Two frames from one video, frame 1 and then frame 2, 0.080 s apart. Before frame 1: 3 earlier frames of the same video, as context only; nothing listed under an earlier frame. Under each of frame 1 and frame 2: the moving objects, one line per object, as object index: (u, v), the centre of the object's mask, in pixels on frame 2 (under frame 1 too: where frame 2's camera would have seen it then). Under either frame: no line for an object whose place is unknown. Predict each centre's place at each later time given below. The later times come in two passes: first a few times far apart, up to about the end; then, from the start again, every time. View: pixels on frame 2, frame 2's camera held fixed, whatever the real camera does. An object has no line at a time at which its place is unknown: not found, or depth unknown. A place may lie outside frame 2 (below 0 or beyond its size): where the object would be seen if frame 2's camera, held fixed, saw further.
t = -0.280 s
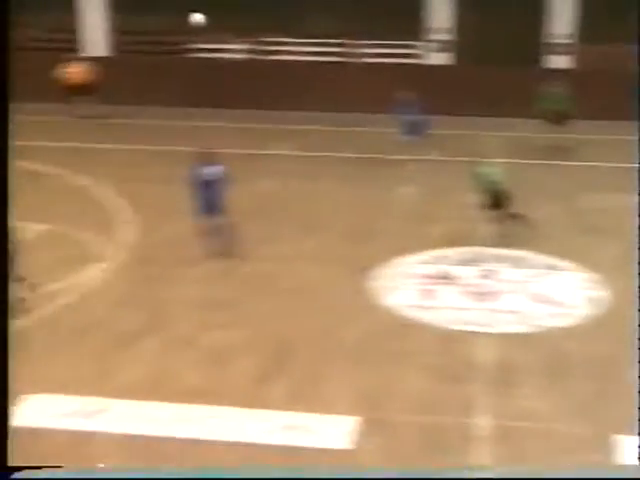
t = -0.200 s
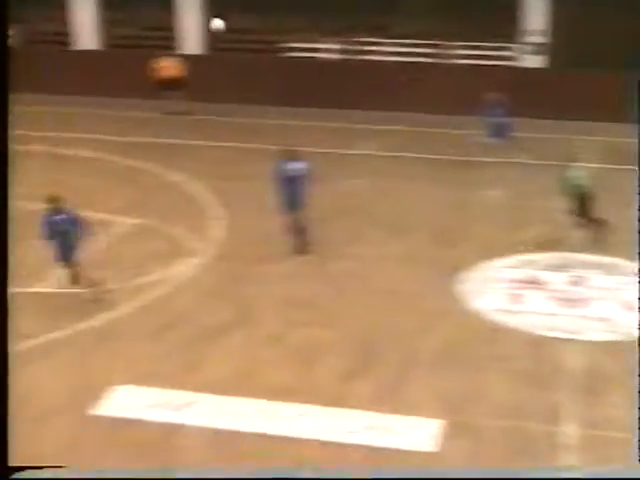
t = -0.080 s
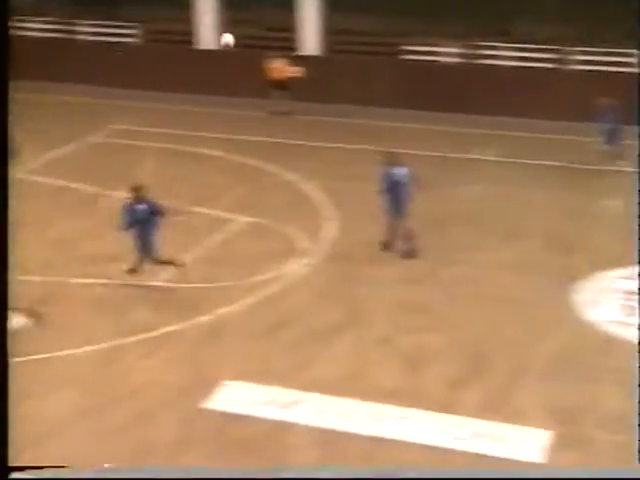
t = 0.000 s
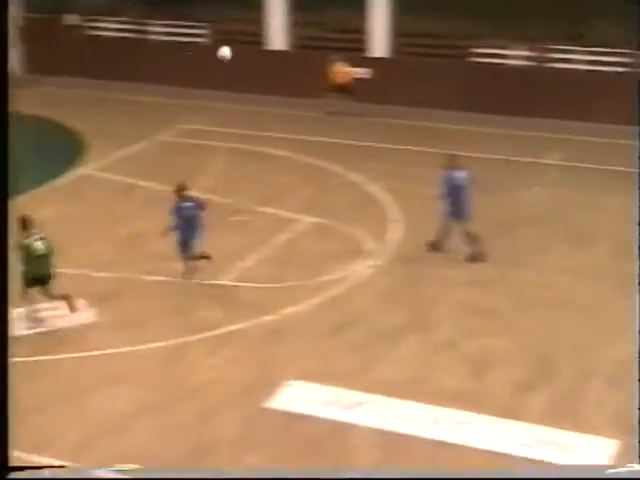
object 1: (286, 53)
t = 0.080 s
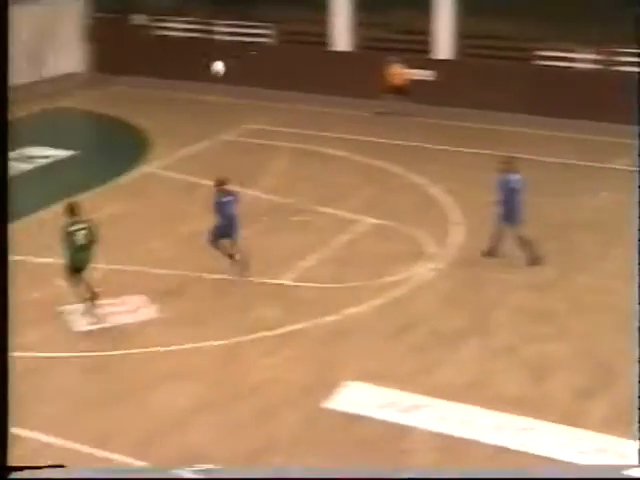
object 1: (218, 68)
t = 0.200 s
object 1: (118, 94)
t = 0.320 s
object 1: (20, 126)
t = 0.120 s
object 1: (184, 75)
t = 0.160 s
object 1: (151, 85)
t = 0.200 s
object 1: (118, 94)
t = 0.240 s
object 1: (84, 104)
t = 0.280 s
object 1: (52, 115)
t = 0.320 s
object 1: (20, 126)
